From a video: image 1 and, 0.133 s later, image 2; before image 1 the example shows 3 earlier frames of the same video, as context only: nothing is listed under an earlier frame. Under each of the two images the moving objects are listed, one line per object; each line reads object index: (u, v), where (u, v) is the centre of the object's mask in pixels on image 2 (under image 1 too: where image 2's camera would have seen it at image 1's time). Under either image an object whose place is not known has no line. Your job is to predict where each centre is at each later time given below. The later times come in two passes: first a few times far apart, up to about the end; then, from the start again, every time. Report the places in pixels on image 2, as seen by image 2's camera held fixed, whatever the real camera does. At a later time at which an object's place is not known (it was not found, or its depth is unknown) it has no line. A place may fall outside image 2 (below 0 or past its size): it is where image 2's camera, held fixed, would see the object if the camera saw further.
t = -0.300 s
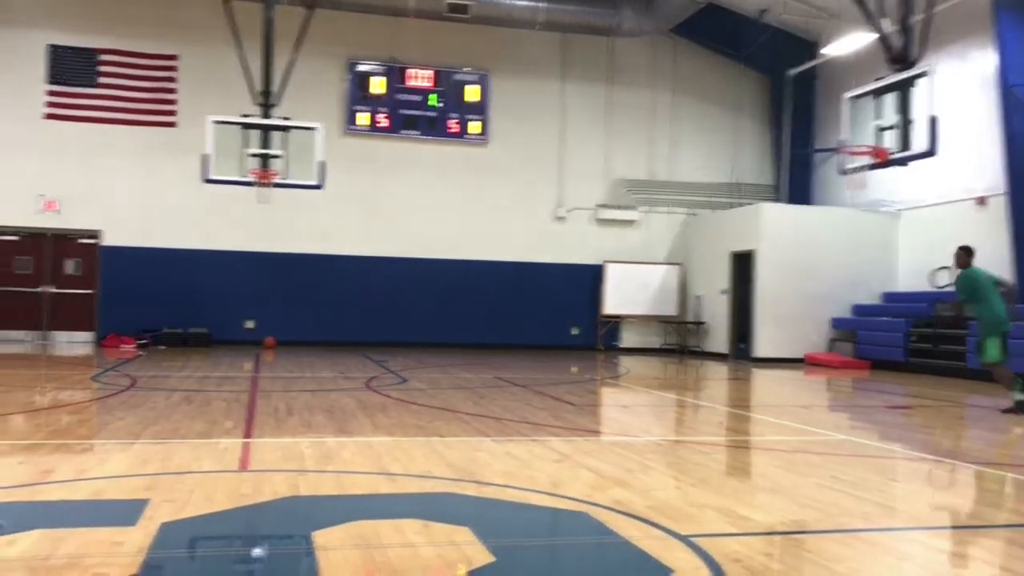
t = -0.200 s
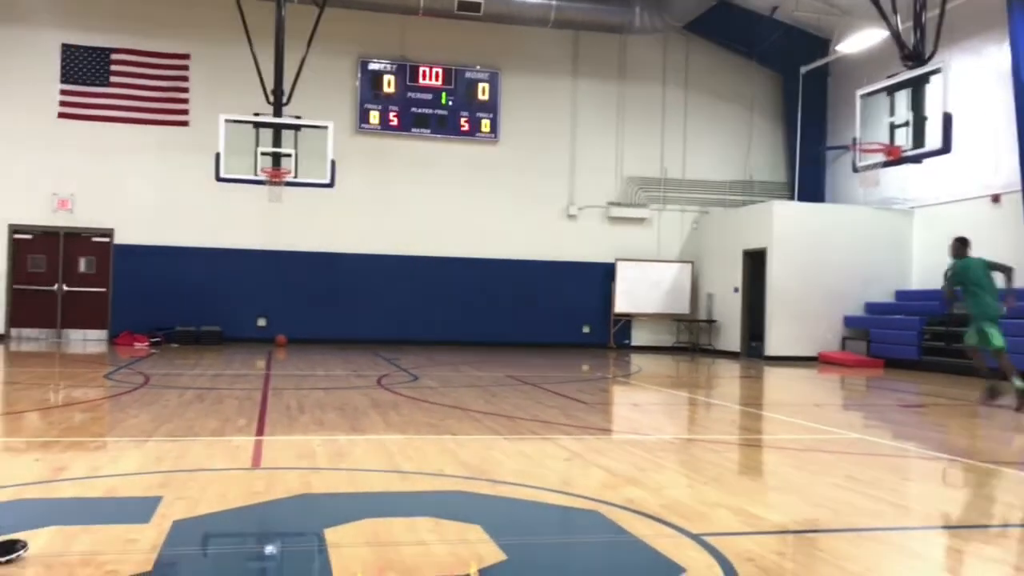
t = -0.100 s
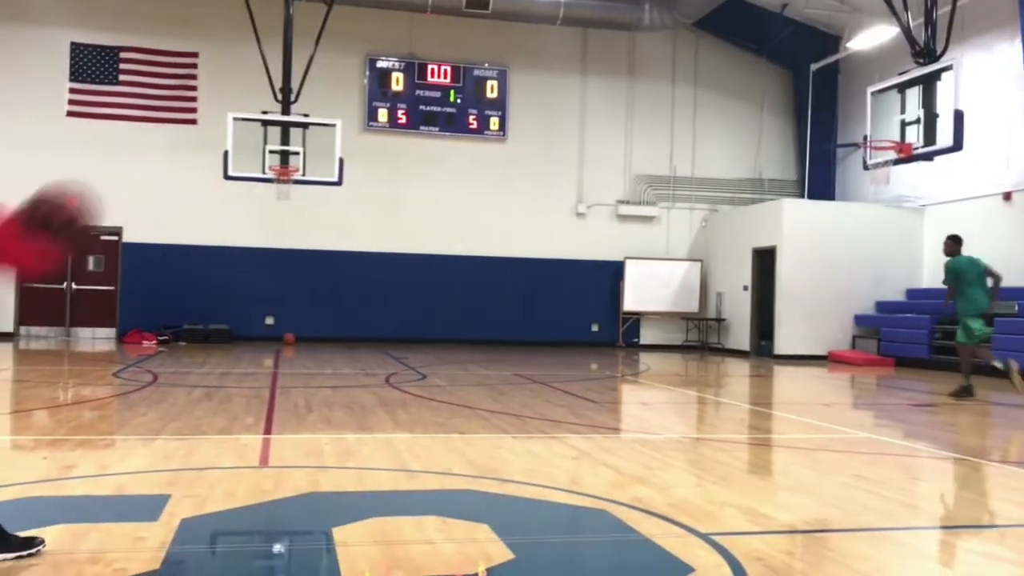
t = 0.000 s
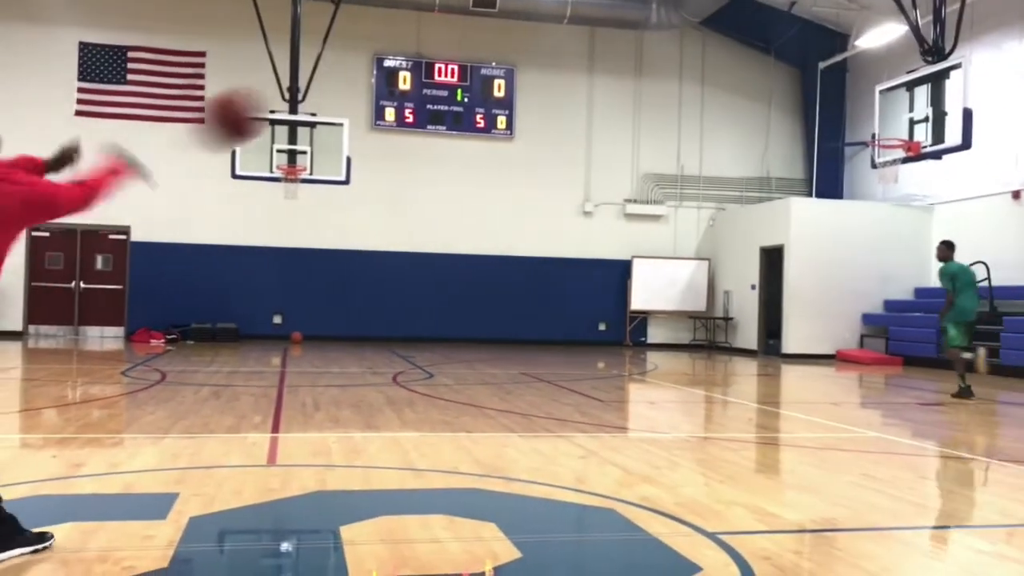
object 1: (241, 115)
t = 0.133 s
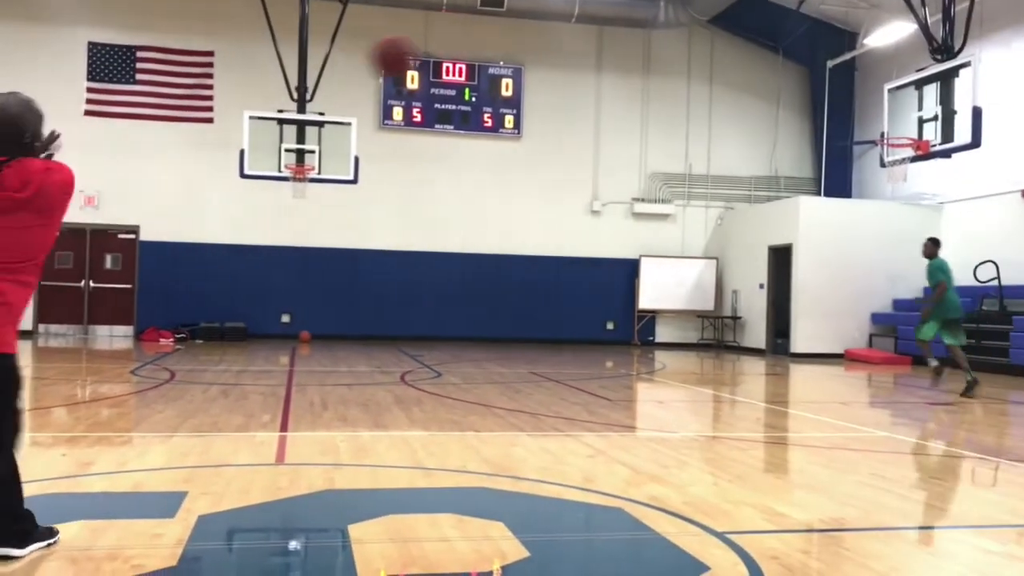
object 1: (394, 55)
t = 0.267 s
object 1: (490, 43)
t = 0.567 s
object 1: (609, 83)
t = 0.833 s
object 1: (669, 160)
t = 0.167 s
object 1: (424, 49)
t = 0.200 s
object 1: (448, 44)
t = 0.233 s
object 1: (469, 43)
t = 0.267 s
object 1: (490, 43)
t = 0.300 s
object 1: (507, 44)
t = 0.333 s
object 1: (525, 45)
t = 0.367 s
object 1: (540, 48)
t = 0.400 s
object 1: (554, 52)
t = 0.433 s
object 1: (567, 57)
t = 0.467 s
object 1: (579, 62)
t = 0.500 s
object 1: (590, 68)
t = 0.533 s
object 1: (600, 76)
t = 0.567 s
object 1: (609, 83)
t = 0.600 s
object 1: (619, 91)
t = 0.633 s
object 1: (627, 100)
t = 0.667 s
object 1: (635, 109)
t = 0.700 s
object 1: (643, 118)
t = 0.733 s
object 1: (650, 128)
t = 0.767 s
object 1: (657, 139)
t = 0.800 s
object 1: (663, 150)
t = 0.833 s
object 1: (669, 160)
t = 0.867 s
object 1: (675, 172)
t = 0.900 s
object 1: (681, 184)
